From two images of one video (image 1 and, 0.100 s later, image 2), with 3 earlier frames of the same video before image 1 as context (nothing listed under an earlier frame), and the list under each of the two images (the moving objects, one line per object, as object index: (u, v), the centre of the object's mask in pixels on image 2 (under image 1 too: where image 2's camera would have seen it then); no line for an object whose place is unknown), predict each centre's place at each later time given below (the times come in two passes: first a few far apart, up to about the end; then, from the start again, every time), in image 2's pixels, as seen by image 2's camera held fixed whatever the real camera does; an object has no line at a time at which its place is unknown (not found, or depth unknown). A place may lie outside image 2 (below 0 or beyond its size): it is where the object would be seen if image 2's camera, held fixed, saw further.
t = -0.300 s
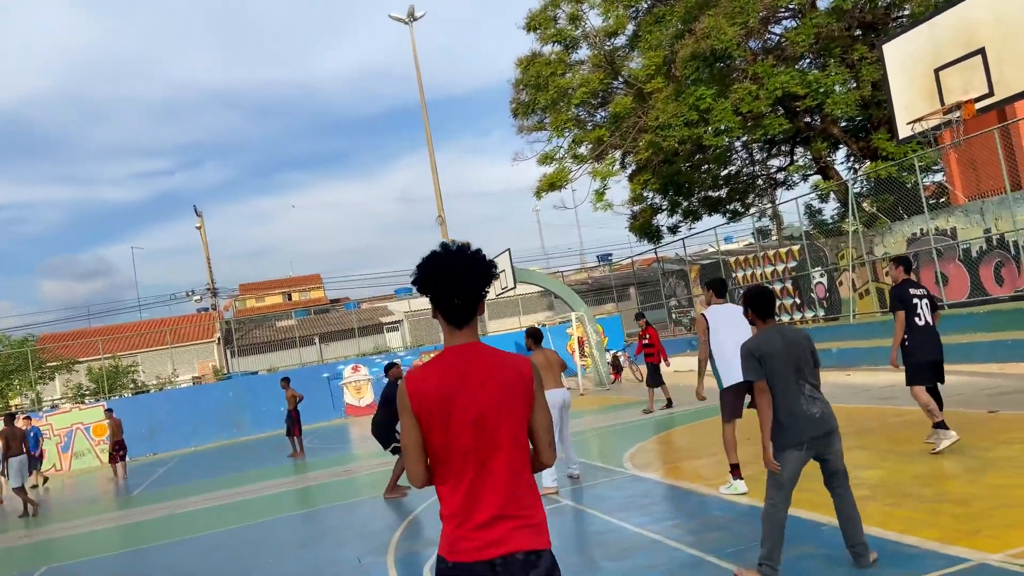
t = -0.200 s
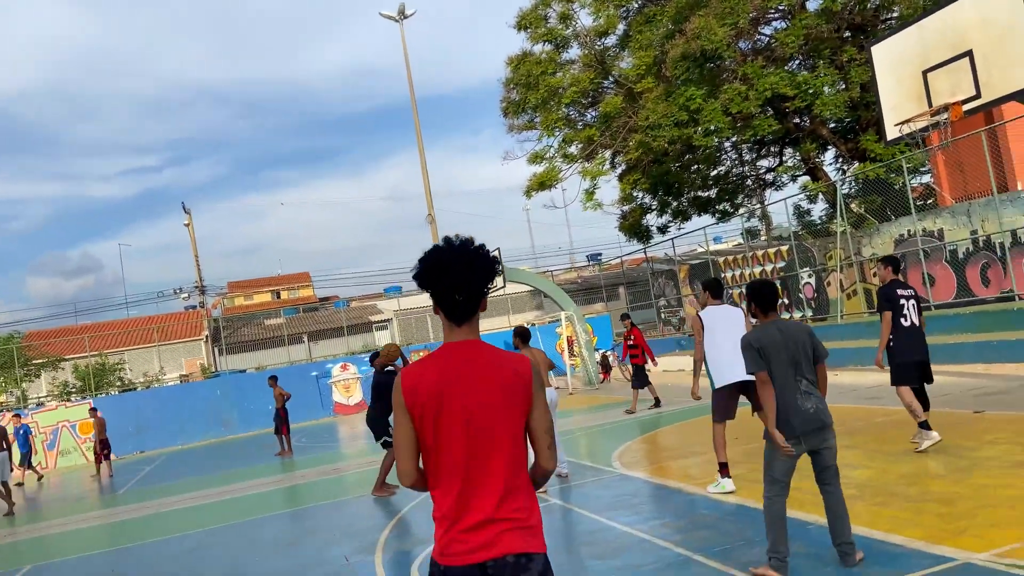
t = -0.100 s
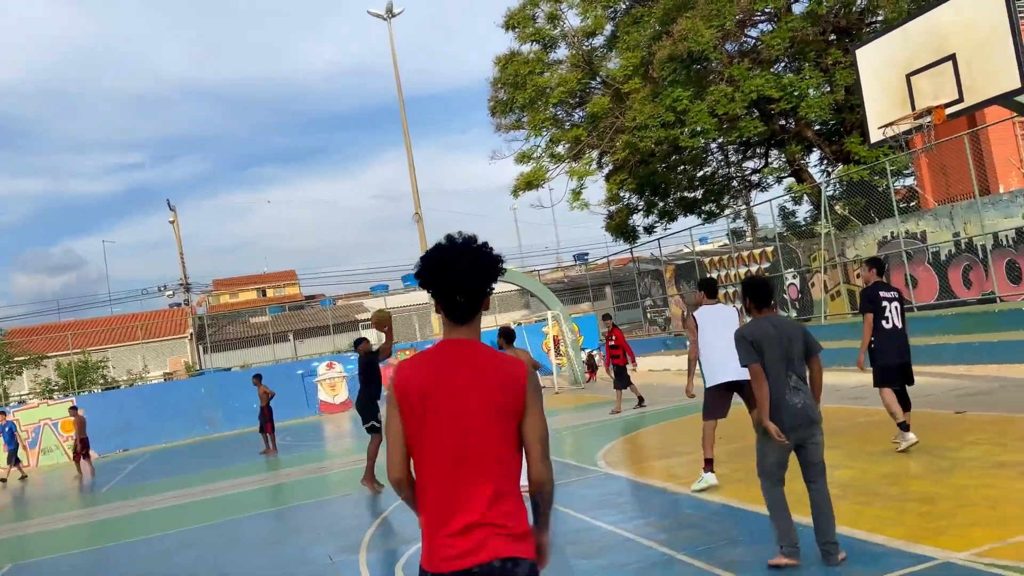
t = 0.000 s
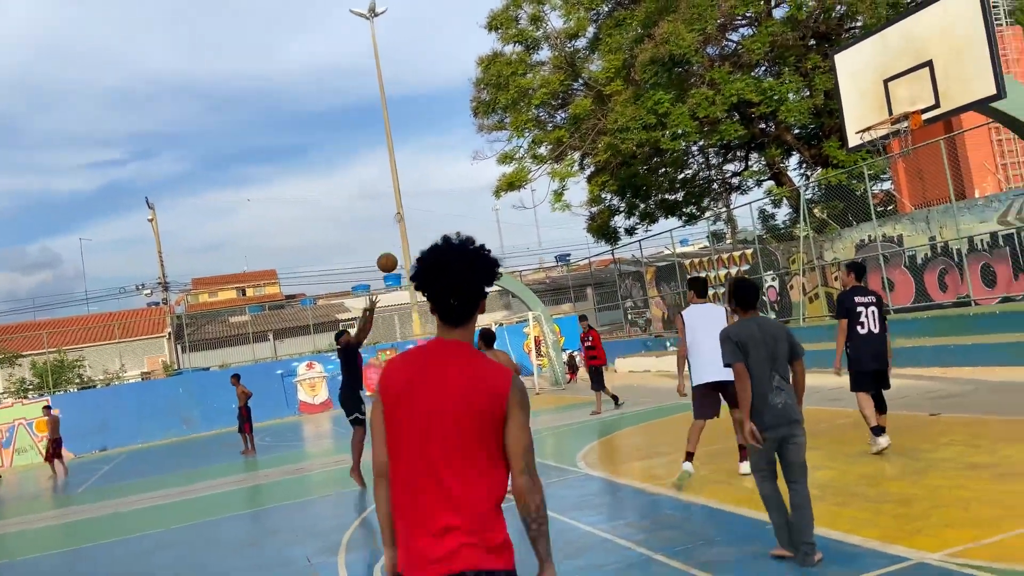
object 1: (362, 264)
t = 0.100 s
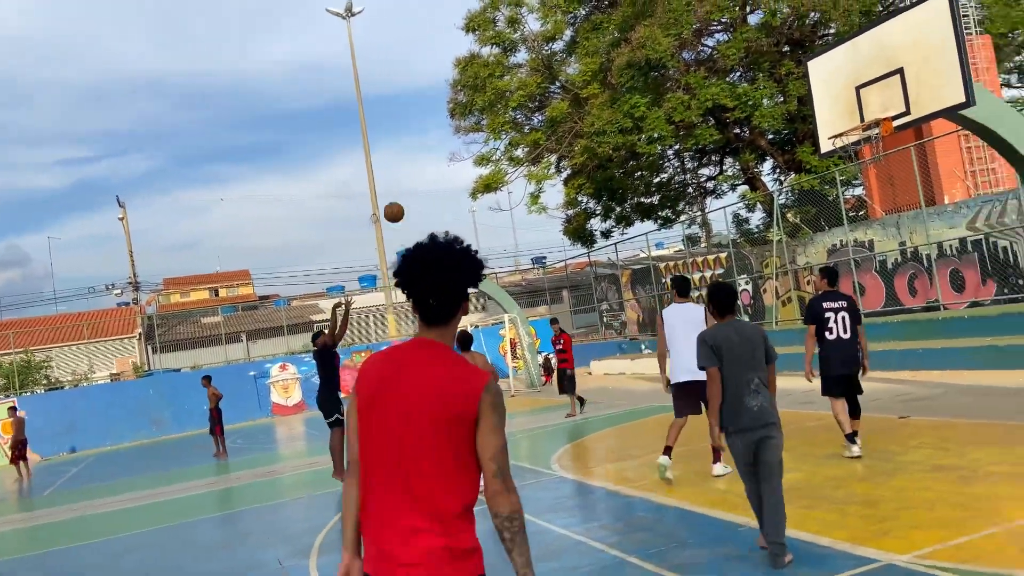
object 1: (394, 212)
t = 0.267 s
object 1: (451, 141)
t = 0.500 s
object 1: (534, 77)
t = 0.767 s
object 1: (664, 54)
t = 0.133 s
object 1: (405, 196)
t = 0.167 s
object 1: (416, 181)
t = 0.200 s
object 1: (427, 167)
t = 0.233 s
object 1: (439, 153)
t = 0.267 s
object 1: (451, 141)
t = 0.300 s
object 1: (462, 129)
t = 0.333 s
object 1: (475, 119)
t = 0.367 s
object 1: (488, 109)
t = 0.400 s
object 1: (502, 99)
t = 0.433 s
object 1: (514, 91)
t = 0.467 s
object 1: (527, 82)
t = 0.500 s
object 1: (534, 77)
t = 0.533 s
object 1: (555, 69)
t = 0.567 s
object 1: (569, 65)
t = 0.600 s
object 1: (584, 61)
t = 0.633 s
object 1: (601, 57)
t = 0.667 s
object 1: (616, 55)
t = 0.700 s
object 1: (632, 54)
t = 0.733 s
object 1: (648, 55)
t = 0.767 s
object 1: (664, 54)
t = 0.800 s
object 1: (683, 59)
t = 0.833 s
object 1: (700, 62)
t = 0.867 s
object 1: (718, 67)
